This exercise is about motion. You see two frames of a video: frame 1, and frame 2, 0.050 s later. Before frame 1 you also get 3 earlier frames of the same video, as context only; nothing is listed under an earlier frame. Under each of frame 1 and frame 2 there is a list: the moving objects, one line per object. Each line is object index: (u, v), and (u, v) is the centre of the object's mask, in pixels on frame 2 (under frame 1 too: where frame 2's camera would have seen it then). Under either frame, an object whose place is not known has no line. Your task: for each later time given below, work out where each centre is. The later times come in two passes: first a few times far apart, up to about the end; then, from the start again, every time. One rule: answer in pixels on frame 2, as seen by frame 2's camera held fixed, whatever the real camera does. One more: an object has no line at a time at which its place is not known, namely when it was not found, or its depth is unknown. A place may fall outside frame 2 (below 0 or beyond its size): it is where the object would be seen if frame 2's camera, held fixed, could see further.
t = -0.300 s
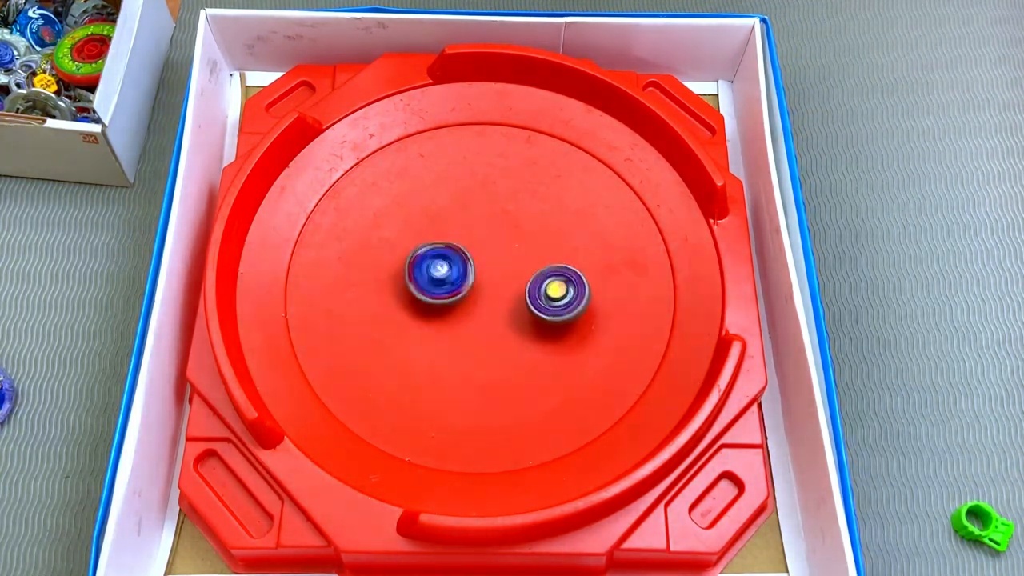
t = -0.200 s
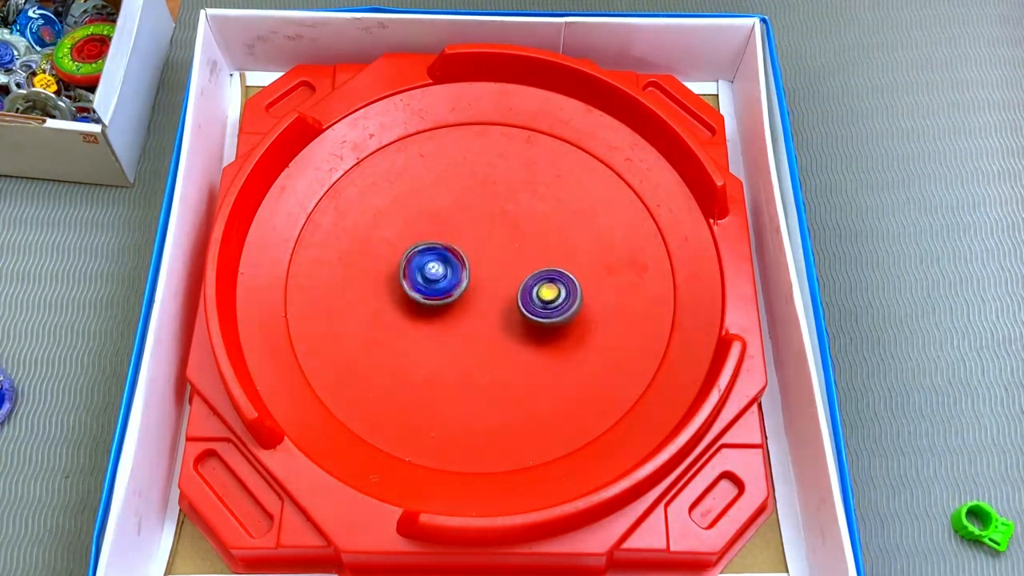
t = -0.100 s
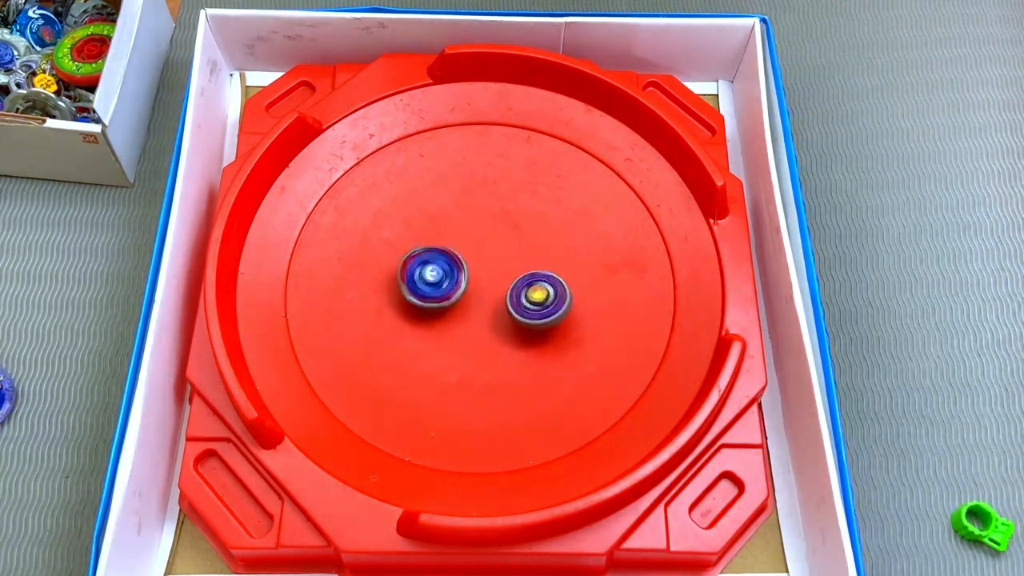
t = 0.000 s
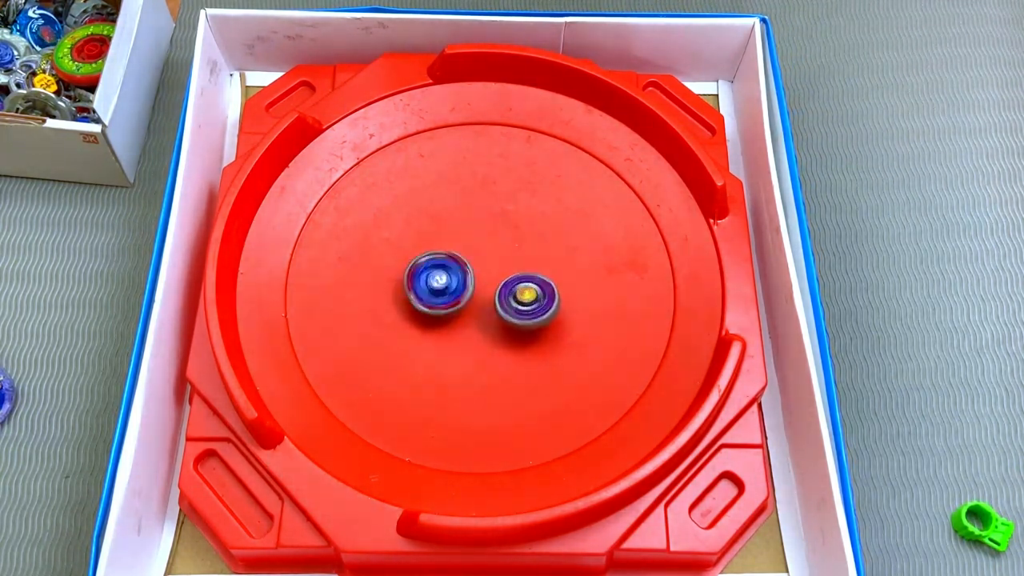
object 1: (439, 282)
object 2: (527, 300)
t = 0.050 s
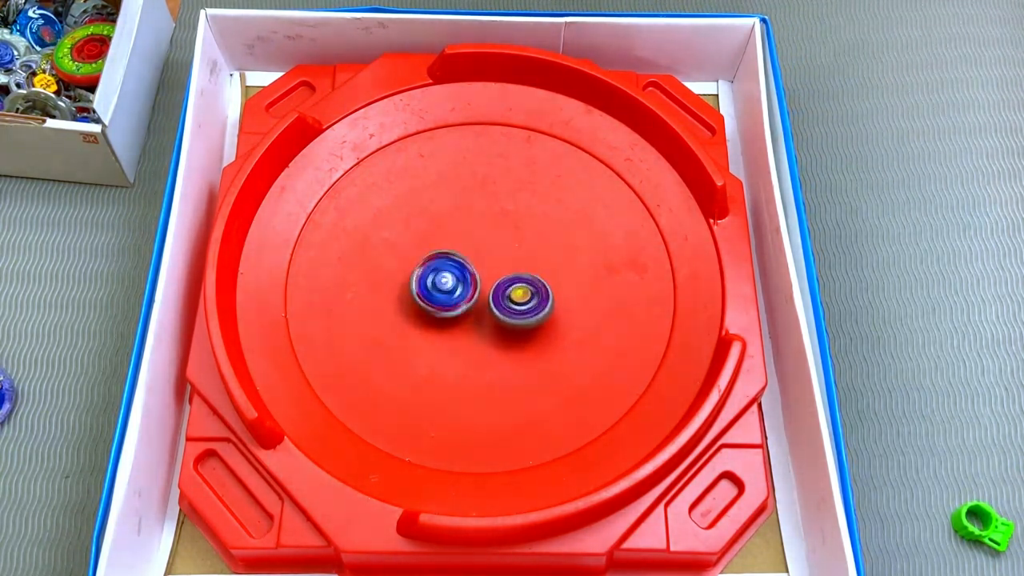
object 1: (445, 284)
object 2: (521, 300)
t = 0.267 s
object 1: (451, 282)
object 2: (517, 307)
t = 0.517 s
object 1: (431, 270)
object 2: (519, 311)
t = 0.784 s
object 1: (421, 283)
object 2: (517, 302)
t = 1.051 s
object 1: (455, 280)
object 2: (531, 308)
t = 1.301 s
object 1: (461, 271)
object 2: (530, 307)
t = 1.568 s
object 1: (480, 266)
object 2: (527, 320)
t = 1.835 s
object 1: (498, 258)
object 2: (514, 322)
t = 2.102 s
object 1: (494, 255)
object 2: (493, 315)
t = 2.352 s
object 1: (485, 247)
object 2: (480, 317)
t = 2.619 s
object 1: (474, 253)
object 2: (476, 317)
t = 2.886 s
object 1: (477, 255)
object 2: (480, 328)
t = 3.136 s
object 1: (497, 271)
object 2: (483, 330)
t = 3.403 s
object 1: (522, 272)
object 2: (478, 330)
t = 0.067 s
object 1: (446, 284)
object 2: (519, 300)
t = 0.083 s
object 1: (450, 284)
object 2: (517, 300)
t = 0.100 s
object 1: (450, 283)
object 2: (519, 302)
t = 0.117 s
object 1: (450, 283)
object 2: (521, 303)
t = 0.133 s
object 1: (449, 282)
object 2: (522, 305)
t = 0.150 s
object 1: (450, 282)
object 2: (523, 306)
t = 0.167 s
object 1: (450, 283)
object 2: (522, 306)
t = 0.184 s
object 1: (451, 282)
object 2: (521, 306)
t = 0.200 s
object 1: (452, 282)
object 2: (520, 306)
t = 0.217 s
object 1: (453, 282)
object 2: (519, 306)
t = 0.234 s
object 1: (453, 283)
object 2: (517, 306)
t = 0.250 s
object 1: (452, 282)
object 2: (517, 307)
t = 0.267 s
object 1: (451, 282)
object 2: (517, 307)
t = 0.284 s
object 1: (451, 281)
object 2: (517, 308)
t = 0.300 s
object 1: (450, 281)
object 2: (516, 307)
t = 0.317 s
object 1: (449, 281)
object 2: (516, 308)
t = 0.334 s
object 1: (449, 280)
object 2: (515, 307)
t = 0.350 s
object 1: (449, 280)
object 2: (514, 307)
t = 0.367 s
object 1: (449, 280)
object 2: (513, 306)
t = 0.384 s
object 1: (448, 280)
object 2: (512, 305)
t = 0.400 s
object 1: (448, 279)
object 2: (510, 305)
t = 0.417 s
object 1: (448, 278)
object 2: (511, 304)
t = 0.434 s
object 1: (445, 277)
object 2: (514, 307)
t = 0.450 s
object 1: (442, 275)
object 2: (517, 308)
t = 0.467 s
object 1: (440, 273)
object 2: (518, 309)
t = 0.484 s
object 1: (438, 273)
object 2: (519, 310)
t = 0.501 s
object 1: (435, 271)
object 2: (519, 311)
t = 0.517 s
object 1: (431, 270)
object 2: (519, 311)
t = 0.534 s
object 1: (428, 269)
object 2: (519, 311)
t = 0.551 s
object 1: (425, 269)
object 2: (519, 310)
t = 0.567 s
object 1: (423, 270)
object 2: (519, 310)
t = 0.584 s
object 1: (421, 270)
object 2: (518, 309)
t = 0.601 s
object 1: (420, 270)
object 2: (518, 309)
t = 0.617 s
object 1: (419, 271)
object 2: (518, 308)
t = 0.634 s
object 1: (418, 272)
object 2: (518, 307)
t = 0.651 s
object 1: (417, 273)
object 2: (518, 306)
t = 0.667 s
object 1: (417, 274)
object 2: (518, 306)
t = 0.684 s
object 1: (418, 275)
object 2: (518, 305)
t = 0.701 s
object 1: (418, 276)
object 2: (518, 305)
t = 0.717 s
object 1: (417, 277)
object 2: (518, 305)
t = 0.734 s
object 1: (418, 278)
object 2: (517, 304)
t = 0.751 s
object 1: (419, 279)
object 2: (518, 304)
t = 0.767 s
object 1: (421, 282)
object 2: (517, 303)
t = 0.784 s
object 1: (421, 283)
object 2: (517, 302)
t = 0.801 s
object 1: (423, 284)
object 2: (517, 302)
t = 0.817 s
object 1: (426, 285)
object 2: (517, 301)
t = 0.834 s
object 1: (430, 287)
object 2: (516, 301)
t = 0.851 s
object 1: (434, 289)
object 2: (516, 300)
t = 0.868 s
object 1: (438, 290)
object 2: (516, 300)
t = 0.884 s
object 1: (443, 290)
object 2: (515, 300)
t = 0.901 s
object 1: (447, 290)
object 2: (516, 301)
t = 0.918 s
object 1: (449, 290)
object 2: (519, 301)
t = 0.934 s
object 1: (450, 289)
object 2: (521, 302)
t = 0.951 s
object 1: (452, 288)
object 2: (522, 302)
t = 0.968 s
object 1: (454, 287)
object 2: (522, 303)
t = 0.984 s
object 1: (455, 286)
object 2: (525, 304)
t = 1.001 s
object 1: (455, 284)
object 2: (527, 306)
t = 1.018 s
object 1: (455, 283)
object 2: (529, 307)
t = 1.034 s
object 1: (454, 281)
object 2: (530, 307)
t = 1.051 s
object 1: (455, 280)
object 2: (531, 308)
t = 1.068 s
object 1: (455, 279)
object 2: (531, 309)
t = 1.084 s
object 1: (454, 278)
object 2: (532, 309)
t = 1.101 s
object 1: (455, 276)
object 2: (532, 309)
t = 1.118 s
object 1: (456, 275)
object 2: (532, 309)
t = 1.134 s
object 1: (456, 275)
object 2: (532, 309)
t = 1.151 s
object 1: (456, 275)
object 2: (532, 308)
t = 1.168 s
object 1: (456, 274)
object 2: (532, 308)
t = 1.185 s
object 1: (456, 272)
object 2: (532, 308)
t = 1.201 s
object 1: (457, 272)
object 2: (532, 308)
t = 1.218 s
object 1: (458, 272)
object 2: (532, 308)
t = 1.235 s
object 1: (457, 272)
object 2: (531, 308)
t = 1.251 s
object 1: (458, 271)
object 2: (531, 308)
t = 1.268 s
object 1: (459, 270)
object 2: (531, 308)
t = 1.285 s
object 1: (460, 271)
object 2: (530, 307)
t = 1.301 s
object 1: (461, 271)
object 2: (530, 307)
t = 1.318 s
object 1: (460, 271)
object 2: (529, 307)
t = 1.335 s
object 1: (462, 270)
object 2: (529, 307)
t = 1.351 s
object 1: (463, 270)
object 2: (528, 308)
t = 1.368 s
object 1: (465, 270)
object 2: (527, 308)
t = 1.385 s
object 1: (466, 271)
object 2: (527, 308)
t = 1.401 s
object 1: (467, 271)
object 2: (526, 307)
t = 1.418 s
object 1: (469, 271)
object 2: (525, 307)
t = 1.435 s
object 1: (472, 271)
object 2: (524, 307)
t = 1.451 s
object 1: (472, 271)
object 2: (526, 311)
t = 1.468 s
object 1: (473, 270)
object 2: (527, 314)
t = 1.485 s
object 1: (473, 269)
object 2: (528, 316)
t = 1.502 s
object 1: (474, 268)
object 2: (529, 317)
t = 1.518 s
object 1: (476, 267)
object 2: (528, 319)
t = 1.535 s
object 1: (478, 267)
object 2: (528, 319)
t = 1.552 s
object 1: (479, 266)
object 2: (528, 320)
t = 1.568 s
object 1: (480, 266)
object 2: (527, 320)
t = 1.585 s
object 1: (481, 265)
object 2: (526, 321)
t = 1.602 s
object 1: (484, 265)
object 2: (526, 321)
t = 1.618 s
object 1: (485, 265)
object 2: (525, 321)
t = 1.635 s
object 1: (487, 264)
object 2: (524, 321)
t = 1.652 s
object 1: (487, 263)
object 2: (524, 320)
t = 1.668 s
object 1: (489, 262)
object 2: (523, 320)
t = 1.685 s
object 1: (491, 262)
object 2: (522, 320)
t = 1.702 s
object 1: (492, 263)
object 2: (521, 320)
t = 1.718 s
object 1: (493, 262)
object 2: (520, 320)
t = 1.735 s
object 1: (493, 262)
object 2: (519, 319)
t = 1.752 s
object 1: (494, 262)
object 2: (519, 319)
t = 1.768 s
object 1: (496, 261)
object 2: (518, 318)
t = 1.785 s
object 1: (497, 262)
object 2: (517, 318)
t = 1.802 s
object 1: (498, 261)
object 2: (516, 320)
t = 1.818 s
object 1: (498, 260)
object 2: (515, 321)
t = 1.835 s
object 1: (498, 258)
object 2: (514, 322)
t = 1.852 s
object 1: (498, 257)
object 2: (512, 323)
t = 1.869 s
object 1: (500, 257)
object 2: (511, 322)
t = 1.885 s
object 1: (499, 257)
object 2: (510, 322)
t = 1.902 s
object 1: (499, 257)
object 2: (508, 321)
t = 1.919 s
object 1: (498, 256)
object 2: (507, 321)
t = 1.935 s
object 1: (499, 256)
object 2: (506, 320)
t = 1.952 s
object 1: (499, 255)
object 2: (505, 319)
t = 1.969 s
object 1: (499, 256)
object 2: (503, 319)
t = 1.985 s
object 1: (498, 256)
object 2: (502, 318)
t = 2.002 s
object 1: (497, 256)
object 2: (501, 316)
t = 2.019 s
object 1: (497, 256)
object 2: (500, 315)
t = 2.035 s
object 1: (496, 255)
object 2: (499, 316)
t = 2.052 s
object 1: (497, 256)
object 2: (497, 316)
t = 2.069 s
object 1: (496, 256)
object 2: (496, 316)
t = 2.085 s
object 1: (494, 256)
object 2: (494, 316)
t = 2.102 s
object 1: (494, 255)
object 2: (493, 315)
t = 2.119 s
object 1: (494, 255)
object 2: (492, 315)
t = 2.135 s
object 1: (493, 255)
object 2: (491, 314)
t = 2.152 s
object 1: (493, 255)
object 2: (490, 314)
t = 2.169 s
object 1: (493, 255)
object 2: (488, 314)
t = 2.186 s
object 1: (491, 255)
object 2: (488, 314)
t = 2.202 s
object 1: (490, 255)
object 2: (487, 314)
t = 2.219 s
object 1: (491, 255)
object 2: (486, 313)
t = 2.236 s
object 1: (491, 254)
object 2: (486, 314)
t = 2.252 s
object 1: (491, 253)
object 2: (484, 316)
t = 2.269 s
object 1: (489, 251)
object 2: (483, 318)
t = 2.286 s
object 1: (488, 249)
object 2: (482, 318)
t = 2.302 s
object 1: (487, 248)
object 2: (481, 318)
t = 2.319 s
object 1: (486, 247)
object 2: (481, 319)
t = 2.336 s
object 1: (486, 247)
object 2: (480, 318)
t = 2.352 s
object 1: (485, 247)
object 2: (480, 317)
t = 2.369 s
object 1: (484, 247)
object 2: (479, 318)
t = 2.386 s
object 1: (482, 246)
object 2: (479, 317)
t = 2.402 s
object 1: (481, 246)
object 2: (479, 317)
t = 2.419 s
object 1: (480, 246)
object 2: (479, 316)
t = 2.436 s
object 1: (480, 247)
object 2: (479, 315)
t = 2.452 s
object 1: (479, 248)
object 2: (479, 314)
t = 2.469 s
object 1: (478, 250)
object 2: (479, 314)
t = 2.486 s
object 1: (476, 251)
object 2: (478, 314)
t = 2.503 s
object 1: (476, 251)
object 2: (479, 313)
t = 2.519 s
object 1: (476, 253)
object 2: (479, 312)
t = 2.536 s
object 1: (476, 253)
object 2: (479, 313)
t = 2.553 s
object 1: (475, 254)
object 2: (478, 314)
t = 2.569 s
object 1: (474, 255)
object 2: (478, 315)
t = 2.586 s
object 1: (474, 254)
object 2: (477, 317)
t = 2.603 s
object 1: (474, 253)
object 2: (476, 317)
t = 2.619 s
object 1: (474, 253)
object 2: (476, 317)
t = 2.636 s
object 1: (474, 254)
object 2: (476, 317)
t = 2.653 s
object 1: (474, 255)
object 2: (476, 317)
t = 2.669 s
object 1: (474, 256)
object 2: (476, 317)
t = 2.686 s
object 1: (472, 256)
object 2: (476, 317)
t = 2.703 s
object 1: (473, 256)
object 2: (477, 317)
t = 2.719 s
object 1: (474, 257)
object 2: (477, 316)
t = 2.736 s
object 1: (474, 256)
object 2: (477, 319)
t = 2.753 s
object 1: (475, 256)
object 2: (477, 323)
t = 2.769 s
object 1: (475, 255)
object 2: (477, 325)
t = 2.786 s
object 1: (474, 256)
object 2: (477, 326)
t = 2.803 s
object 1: (473, 255)
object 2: (478, 327)
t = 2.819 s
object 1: (474, 253)
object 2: (477, 327)
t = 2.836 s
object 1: (475, 253)
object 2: (478, 327)
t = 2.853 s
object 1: (476, 254)
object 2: (478, 327)
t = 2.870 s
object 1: (477, 255)
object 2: (479, 328)
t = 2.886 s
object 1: (477, 255)
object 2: (480, 328)
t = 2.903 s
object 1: (478, 256)
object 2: (480, 328)
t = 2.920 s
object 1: (478, 256)
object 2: (481, 328)
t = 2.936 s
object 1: (479, 257)
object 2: (481, 329)
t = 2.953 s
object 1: (480, 257)
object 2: (481, 330)
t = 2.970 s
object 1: (481, 260)
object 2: (482, 330)
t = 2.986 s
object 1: (482, 261)
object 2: (482, 330)
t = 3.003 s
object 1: (482, 262)
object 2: (483, 330)
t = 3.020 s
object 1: (483, 263)
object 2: (482, 331)
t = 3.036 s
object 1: (485, 264)
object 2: (482, 330)
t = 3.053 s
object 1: (487, 266)
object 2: (483, 331)
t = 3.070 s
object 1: (490, 267)
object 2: (483, 331)
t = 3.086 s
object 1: (492, 269)
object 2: (483, 330)
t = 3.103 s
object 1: (494, 270)
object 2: (483, 330)
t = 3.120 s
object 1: (495, 271)
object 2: (482, 330)
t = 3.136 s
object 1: (497, 271)
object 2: (483, 330)
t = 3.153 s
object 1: (499, 271)
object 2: (482, 332)
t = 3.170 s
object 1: (503, 270)
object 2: (481, 334)
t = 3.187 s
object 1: (505, 270)
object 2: (479, 334)
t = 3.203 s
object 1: (505, 270)
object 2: (478, 334)
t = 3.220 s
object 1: (506, 269)
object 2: (478, 334)
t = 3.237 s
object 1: (508, 269)
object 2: (478, 333)
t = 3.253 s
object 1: (509, 269)
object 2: (478, 333)
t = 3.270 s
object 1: (510, 269)
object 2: (478, 333)
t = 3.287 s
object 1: (512, 269)
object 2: (478, 333)
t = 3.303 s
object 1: (513, 269)
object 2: (479, 333)
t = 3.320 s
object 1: (515, 270)
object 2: (479, 332)
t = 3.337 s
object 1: (516, 271)
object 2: (479, 332)
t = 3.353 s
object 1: (517, 272)
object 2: (479, 332)
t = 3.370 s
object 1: (518, 272)
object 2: (478, 332)
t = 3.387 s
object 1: (520, 272)
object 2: (479, 331)
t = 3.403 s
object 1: (522, 272)
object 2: (478, 330)
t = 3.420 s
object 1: (523, 271)
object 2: (479, 330)
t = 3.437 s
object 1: (524, 272)
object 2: (479, 329)
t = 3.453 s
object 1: (524, 273)
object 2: (479, 328)
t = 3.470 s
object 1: (524, 274)
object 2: (479, 328)
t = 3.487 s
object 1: (524, 274)
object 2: (479, 326)
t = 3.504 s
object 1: (523, 273)
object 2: (479, 325)
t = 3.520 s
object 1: (524, 273)
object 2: (480, 325)
